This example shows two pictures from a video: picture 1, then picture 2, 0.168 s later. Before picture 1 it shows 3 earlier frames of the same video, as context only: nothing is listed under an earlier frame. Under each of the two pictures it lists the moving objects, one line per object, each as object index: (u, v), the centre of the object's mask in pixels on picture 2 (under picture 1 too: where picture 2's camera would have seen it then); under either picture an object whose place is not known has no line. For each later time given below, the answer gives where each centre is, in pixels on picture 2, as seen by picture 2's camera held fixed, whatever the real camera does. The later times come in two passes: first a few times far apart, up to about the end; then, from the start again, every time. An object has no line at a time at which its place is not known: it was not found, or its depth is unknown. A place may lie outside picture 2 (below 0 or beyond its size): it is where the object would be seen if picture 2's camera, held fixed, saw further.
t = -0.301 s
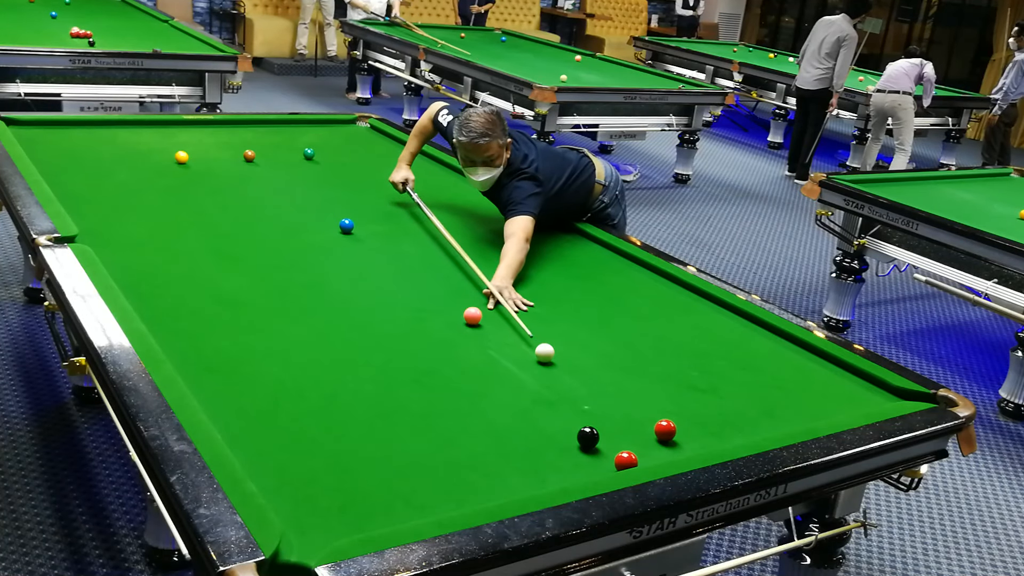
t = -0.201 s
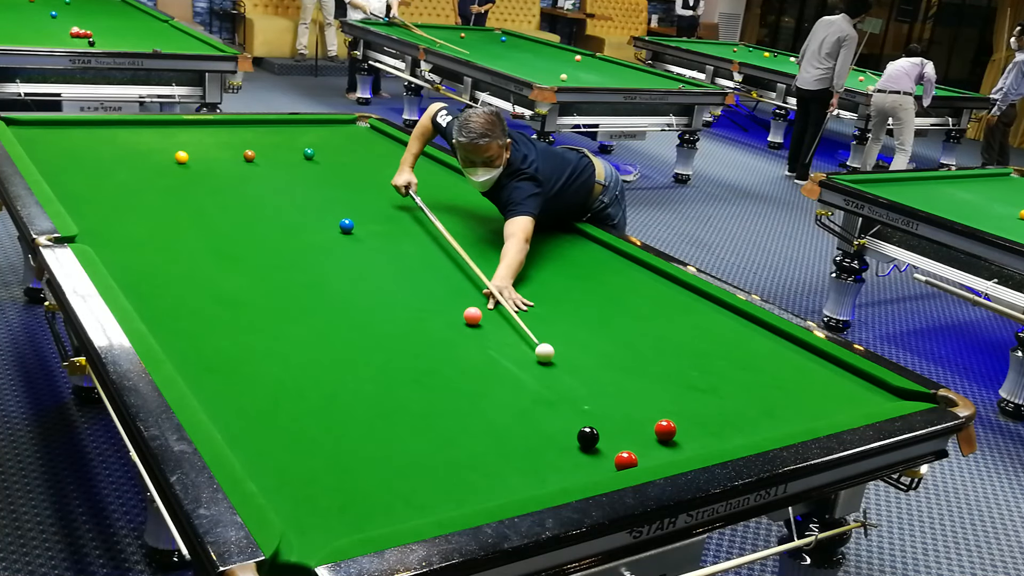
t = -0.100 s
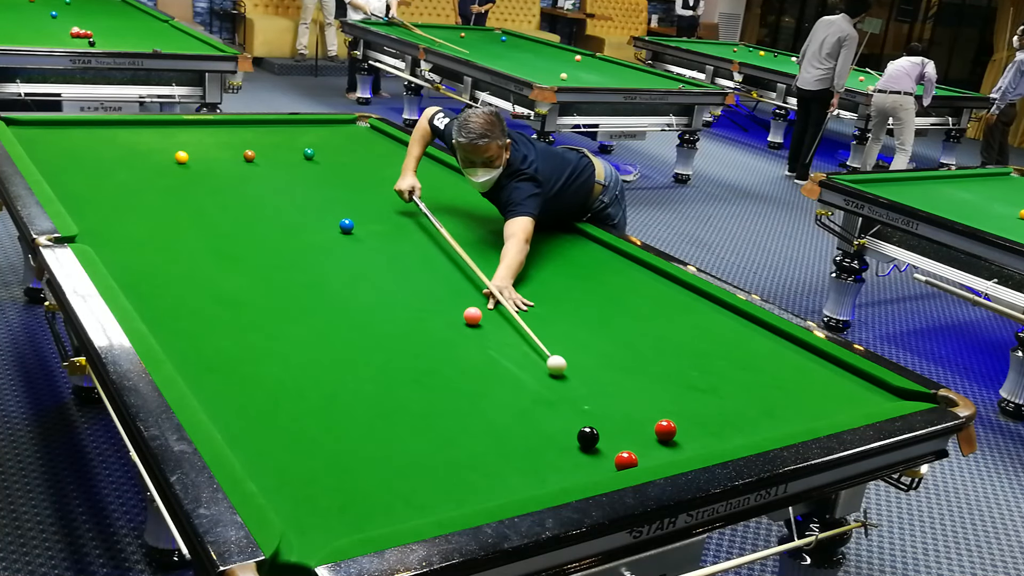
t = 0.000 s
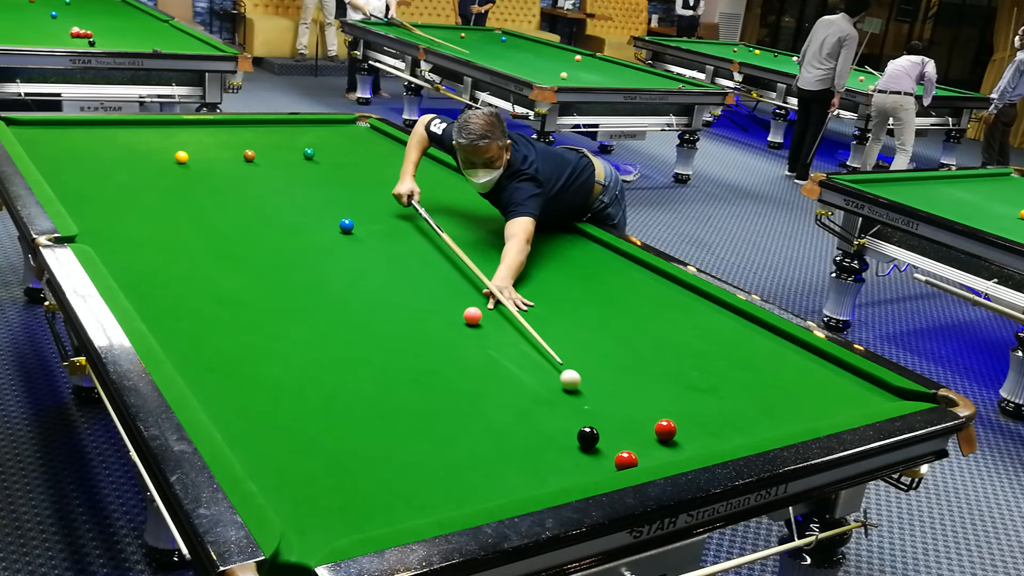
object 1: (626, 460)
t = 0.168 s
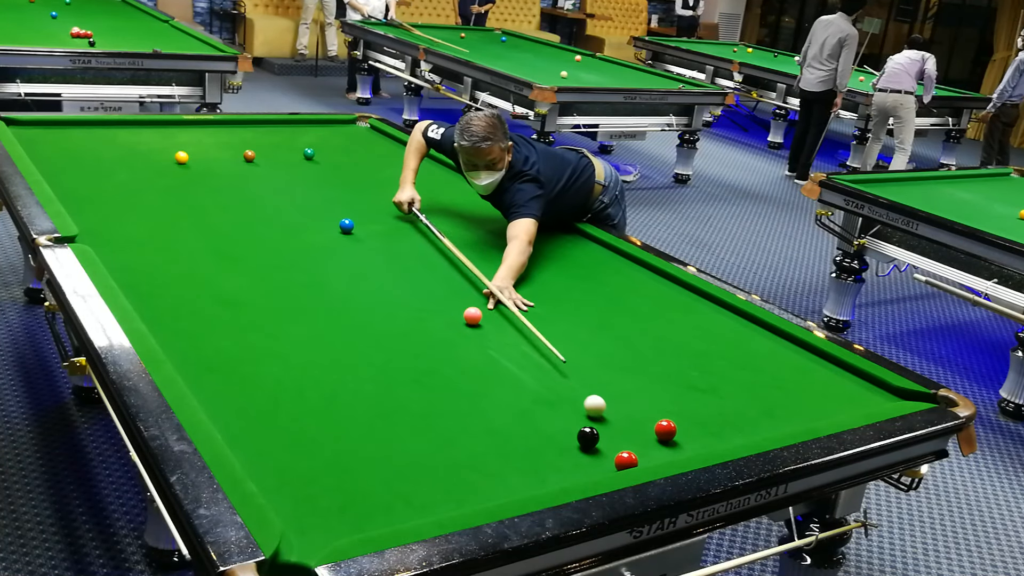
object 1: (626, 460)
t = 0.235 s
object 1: (626, 460)
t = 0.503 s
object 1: (623, 461)
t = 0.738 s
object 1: (611, 465)
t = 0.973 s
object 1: (600, 467)
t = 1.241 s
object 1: (591, 468)
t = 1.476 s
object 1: (584, 469)
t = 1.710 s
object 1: (580, 470)
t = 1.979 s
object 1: (579, 470)
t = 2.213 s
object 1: (579, 470)
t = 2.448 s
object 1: (579, 470)
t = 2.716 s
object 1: (579, 470)
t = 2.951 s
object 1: (579, 470)
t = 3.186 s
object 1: (579, 470)
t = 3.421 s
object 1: (579, 470)
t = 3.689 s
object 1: (579, 470)
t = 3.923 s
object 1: (579, 470)
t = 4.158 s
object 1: (579, 470)
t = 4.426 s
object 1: (579, 470)
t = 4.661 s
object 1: (579, 470)
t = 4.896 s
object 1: (579, 470)
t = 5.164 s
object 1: (579, 470)
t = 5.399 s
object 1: (579, 470)
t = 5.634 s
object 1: (579, 470)
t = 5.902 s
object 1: (579, 470)
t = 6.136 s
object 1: (579, 470)
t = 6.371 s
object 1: (579, 470)
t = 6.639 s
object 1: (579, 470)
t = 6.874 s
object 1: (579, 470)
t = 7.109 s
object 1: (579, 470)
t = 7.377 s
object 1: (579, 470)
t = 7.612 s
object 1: (579, 470)
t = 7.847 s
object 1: (579, 470)
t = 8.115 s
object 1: (579, 470)
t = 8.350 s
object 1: (579, 470)
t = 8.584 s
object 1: (579, 470)
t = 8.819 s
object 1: (579, 470)
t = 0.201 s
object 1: (625, 460)
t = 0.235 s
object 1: (626, 460)
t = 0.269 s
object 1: (626, 460)
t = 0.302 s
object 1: (626, 460)
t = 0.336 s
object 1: (626, 460)
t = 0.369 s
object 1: (626, 460)
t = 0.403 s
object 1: (626, 460)
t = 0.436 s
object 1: (626, 460)
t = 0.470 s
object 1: (625, 461)
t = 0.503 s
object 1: (623, 461)
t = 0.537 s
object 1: (621, 462)
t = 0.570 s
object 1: (620, 463)
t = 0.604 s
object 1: (618, 463)
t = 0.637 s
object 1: (617, 464)
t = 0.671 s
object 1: (615, 465)
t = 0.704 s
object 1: (613, 465)
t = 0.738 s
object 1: (611, 465)
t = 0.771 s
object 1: (610, 466)
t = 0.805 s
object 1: (608, 466)
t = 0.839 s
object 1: (606, 466)
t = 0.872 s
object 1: (605, 466)
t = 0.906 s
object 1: (603, 466)
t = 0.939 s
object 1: (602, 467)
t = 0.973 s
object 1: (600, 467)
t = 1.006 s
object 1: (599, 467)
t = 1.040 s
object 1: (598, 467)
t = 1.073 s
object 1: (596, 467)
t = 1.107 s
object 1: (595, 468)
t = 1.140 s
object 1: (594, 468)
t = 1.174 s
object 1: (593, 468)
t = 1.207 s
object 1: (592, 468)
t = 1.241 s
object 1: (591, 468)
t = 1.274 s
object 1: (590, 468)
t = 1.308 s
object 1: (589, 469)
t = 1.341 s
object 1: (588, 469)
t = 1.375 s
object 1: (587, 469)
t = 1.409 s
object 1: (586, 469)
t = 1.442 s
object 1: (585, 469)
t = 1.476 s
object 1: (584, 469)
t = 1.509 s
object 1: (584, 469)
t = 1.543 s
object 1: (583, 469)
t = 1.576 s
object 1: (582, 469)
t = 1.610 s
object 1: (582, 470)
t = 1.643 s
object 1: (581, 470)
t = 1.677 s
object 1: (581, 470)
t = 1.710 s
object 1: (580, 470)
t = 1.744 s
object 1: (580, 470)
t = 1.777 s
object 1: (579, 470)
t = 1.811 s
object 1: (579, 470)
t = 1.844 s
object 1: (579, 470)
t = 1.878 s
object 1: (579, 470)
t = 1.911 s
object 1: (579, 470)
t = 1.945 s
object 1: (579, 470)
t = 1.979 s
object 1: (579, 470)
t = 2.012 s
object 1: (578, 470)
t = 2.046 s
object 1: (579, 470)
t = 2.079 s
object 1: (579, 470)
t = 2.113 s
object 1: (579, 470)
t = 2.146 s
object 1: (579, 470)
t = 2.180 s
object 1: (579, 470)
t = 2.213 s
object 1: (579, 470)
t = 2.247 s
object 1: (579, 470)
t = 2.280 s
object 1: (579, 470)
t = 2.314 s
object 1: (579, 470)
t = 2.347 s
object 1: (579, 470)
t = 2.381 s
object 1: (579, 470)
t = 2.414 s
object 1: (579, 470)
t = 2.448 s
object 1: (579, 470)
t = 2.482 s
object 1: (579, 470)
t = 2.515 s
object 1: (579, 470)
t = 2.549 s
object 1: (579, 470)
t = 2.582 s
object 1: (579, 470)
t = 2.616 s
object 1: (579, 470)
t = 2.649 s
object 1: (579, 470)
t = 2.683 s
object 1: (579, 470)
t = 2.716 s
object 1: (579, 470)
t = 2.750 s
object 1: (579, 470)
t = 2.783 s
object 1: (579, 470)
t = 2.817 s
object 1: (579, 470)
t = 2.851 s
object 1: (579, 470)
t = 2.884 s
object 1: (579, 470)
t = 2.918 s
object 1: (579, 470)
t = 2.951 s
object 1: (579, 470)
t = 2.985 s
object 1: (579, 470)
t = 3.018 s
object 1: (579, 470)
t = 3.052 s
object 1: (579, 470)
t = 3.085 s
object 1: (579, 470)
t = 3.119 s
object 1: (579, 470)
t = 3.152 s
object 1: (579, 470)
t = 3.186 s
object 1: (579, 470)
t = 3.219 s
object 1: (579, 470)
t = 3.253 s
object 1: (579, 470)
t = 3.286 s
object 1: (579, 470)
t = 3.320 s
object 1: (579, 470)
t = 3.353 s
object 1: (579, 470)
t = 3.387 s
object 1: (579, 470)
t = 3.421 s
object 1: (579, 470)
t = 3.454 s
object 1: (579, 470)
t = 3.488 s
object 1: (579, 470)
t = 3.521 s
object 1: (579, 470)
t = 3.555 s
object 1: (579, 470)
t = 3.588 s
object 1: (579, 470)
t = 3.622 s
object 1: (579, 470)
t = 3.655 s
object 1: (579, 470)
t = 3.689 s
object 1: (579, 470)
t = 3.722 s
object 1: (579, 470)
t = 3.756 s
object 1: (579, 470)
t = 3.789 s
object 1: (579, 470)
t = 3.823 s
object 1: (579, 470)
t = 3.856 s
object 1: (579, 470)
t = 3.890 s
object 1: (579, 470)
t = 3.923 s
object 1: (579, 470)
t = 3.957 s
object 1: (579, 470)
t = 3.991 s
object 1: (579, 470)
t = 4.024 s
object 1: (579, 470)
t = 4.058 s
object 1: (579, 470)
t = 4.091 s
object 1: (579, 470)
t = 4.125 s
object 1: (579, 470)
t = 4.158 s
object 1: (579, 470)
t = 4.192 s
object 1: (579, 470)
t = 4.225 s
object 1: (579, 470)
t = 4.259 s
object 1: (579, 470)
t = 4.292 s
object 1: (579, 470)
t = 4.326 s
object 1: (579, 470)
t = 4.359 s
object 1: (579, 470)
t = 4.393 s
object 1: (579, 470)
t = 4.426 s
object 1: (579, 470)
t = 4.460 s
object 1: (579, 470)
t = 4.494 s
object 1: (579, 470)
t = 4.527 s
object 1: (579, 470)
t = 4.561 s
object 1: (579, 470)
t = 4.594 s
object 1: (579, 470)
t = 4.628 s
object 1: (579, 470)
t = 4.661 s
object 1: (579, 470)
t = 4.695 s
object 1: (579, 470)
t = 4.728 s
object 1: (579, 470)
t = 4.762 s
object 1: (579, 470)
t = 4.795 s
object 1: (579, 470)
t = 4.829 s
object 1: (579, 470)
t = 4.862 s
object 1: (579, 470)
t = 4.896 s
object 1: (579, 470)
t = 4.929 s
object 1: (579, 470)
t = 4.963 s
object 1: (579, 470)
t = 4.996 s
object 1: (579, 470)
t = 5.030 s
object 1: (579, 470)
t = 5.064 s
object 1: (579, 470)
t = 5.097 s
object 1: (579, 470)
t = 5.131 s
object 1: (579, 470)
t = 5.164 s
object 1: (579, 470)
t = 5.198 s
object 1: (579, 470)
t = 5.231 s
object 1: (579, 470)
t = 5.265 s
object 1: (579, 470)
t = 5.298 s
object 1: (579, 470)
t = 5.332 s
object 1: (579, 470)
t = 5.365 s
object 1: (579, 470)
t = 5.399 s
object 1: (579, 470)
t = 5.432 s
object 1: (579, 470)
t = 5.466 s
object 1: (579, 470)
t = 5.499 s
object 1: (579, 470)
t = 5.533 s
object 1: (579, 470)
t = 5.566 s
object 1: (579, 470)
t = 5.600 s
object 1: (579, 470)
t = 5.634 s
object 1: (579, 470)
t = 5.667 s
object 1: (579, 470)
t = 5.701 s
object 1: (579, 470)
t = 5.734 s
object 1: (579, 470)
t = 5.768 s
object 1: (579, 470)
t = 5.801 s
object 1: (579, 470)
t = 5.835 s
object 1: (579, 470)
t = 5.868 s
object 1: (579, 470)
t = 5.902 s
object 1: (579, 470)
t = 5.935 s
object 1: (579, 470)
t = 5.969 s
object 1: (579, 470)
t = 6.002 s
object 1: (579, 470)
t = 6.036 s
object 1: (579, 470)
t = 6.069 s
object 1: (579, 470)
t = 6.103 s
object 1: (579, 470)
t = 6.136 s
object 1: (579, 470)
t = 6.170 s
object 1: (579, 470)
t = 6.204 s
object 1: (579, 470)
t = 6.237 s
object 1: (579, 470)
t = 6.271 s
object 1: (579, 470)
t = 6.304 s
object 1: (579, 470)
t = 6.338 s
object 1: (579, 470)
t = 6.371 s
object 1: (579, 470)
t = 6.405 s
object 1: (579, 470)
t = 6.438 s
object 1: (579, 470)
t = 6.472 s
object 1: (579, 470)
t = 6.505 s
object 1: (579, 470)
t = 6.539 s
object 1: (579, 470)
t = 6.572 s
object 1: (579, 470)
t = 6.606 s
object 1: (579, 470)
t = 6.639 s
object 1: (579, 470)
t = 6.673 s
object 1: (579, 470)
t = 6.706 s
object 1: (579, 470)
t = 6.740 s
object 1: (579, 470)
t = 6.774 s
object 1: (579, 470)
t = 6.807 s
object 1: (579, 470)
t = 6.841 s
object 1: (579, 470)
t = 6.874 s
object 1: (579, 470)
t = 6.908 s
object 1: (579, 470)
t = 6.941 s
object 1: (579, 470)
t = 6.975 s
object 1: (579, 470)
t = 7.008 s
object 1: (579, 470)
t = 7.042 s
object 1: (579, 470)
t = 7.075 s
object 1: (579, 470)
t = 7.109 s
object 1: (579, 470)
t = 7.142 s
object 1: (579, 470)
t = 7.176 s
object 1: (579, 470)
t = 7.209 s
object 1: (579, 470)
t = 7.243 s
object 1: (579, 470)
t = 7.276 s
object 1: (579, 470)
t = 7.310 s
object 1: (579, 470)
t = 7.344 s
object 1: (579, 470)
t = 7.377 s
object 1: (579, 470)
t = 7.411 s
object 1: (579, 470)
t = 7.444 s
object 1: (579, 470)
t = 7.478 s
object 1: (579, 470)
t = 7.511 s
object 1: (579, 470)
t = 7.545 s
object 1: (579, 470)
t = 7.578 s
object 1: (579, 470)
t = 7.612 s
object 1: (579, 470)
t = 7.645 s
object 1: (579, 470)
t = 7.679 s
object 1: (579, 470)
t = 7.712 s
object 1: (579, 470)
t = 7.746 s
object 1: (579, 470)
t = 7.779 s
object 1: (579, 470)
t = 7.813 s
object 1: (579, 470)
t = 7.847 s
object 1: (579, 470)
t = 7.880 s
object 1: (579, 470)
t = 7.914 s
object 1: (579, 470)
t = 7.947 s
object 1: (579, 470)
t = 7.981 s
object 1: (579, 470)
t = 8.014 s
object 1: (579, 470)
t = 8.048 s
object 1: (579, 470)
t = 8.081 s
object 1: (579, 470)
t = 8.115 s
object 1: (579, 470)
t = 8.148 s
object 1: (579, 470)
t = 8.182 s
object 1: (579, 470)
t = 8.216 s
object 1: (579, 470)
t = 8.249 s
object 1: (579, 470)
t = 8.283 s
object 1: (579, 470)
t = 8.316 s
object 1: (579, 470)
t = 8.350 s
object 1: (579, 470)
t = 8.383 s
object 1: (579, 470)
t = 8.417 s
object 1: (579, 470)
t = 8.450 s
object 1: (579, 470)
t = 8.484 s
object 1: (579, 470)
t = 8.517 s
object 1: (579, 470)
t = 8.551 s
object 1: (579, 470)
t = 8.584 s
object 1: (579, 470)
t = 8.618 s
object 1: (579, 470)
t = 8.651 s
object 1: (579, 470)
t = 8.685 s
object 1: (579, 470)
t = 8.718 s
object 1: (579, 470)
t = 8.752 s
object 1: (579, 470)
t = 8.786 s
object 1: (579, 470)
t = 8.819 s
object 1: (579, 470)
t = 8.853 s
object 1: (579, 470)
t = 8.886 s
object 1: (579, 470)
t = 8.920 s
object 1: (579, 470)
